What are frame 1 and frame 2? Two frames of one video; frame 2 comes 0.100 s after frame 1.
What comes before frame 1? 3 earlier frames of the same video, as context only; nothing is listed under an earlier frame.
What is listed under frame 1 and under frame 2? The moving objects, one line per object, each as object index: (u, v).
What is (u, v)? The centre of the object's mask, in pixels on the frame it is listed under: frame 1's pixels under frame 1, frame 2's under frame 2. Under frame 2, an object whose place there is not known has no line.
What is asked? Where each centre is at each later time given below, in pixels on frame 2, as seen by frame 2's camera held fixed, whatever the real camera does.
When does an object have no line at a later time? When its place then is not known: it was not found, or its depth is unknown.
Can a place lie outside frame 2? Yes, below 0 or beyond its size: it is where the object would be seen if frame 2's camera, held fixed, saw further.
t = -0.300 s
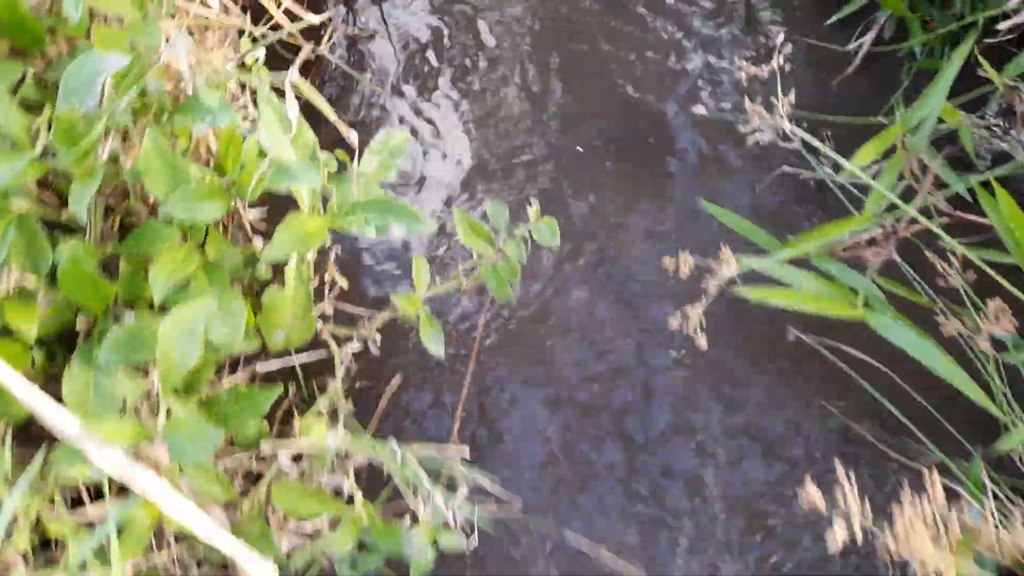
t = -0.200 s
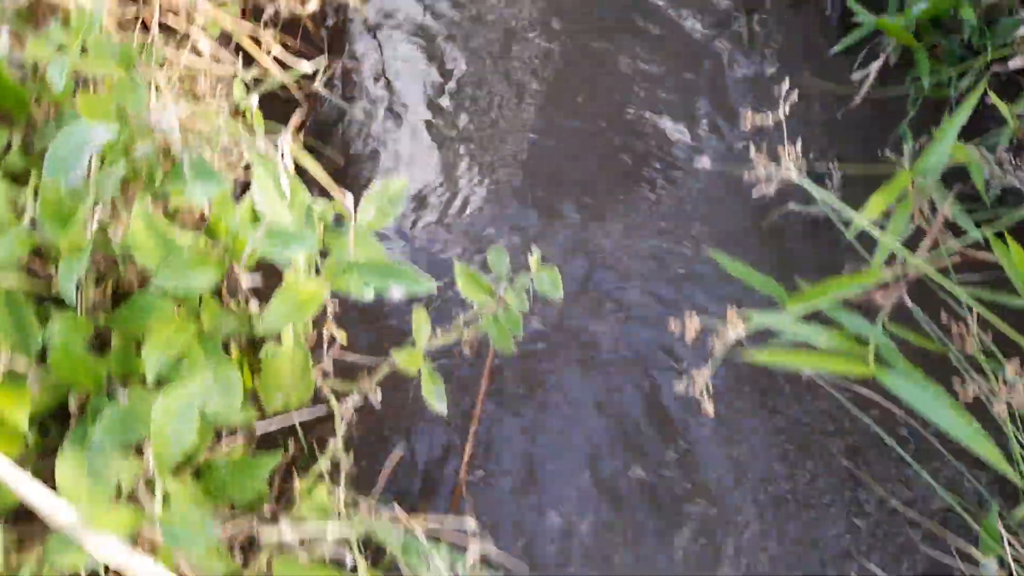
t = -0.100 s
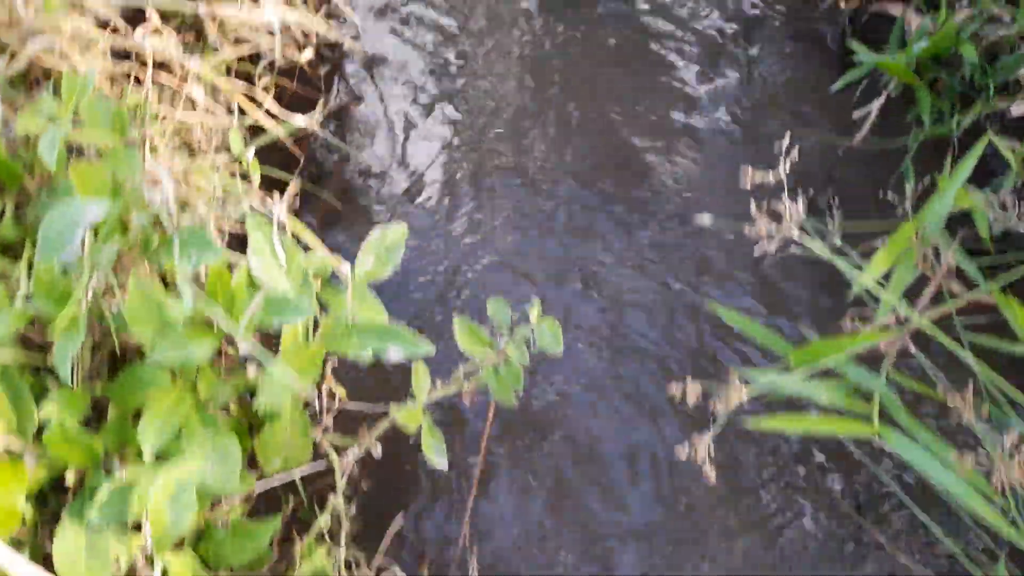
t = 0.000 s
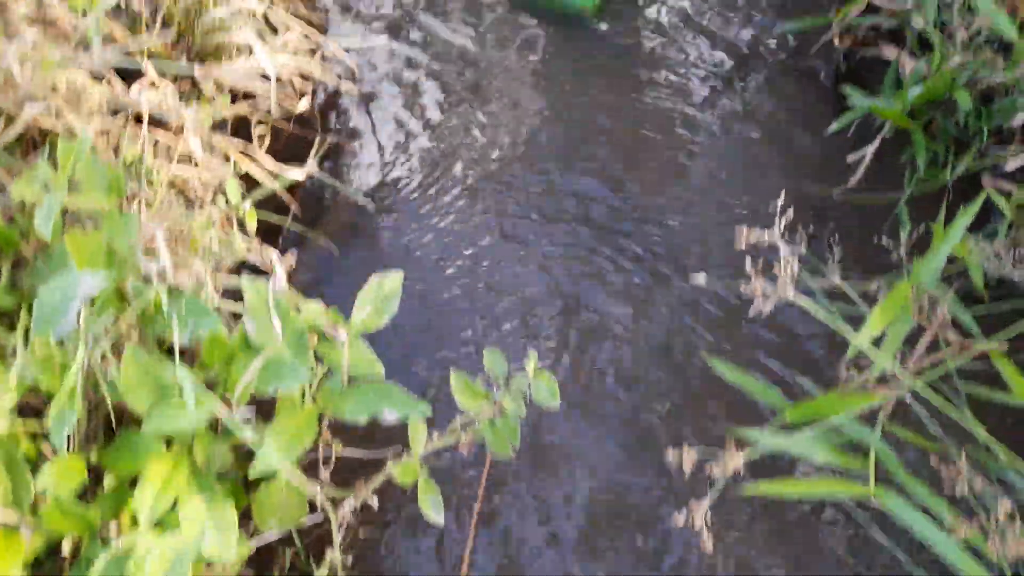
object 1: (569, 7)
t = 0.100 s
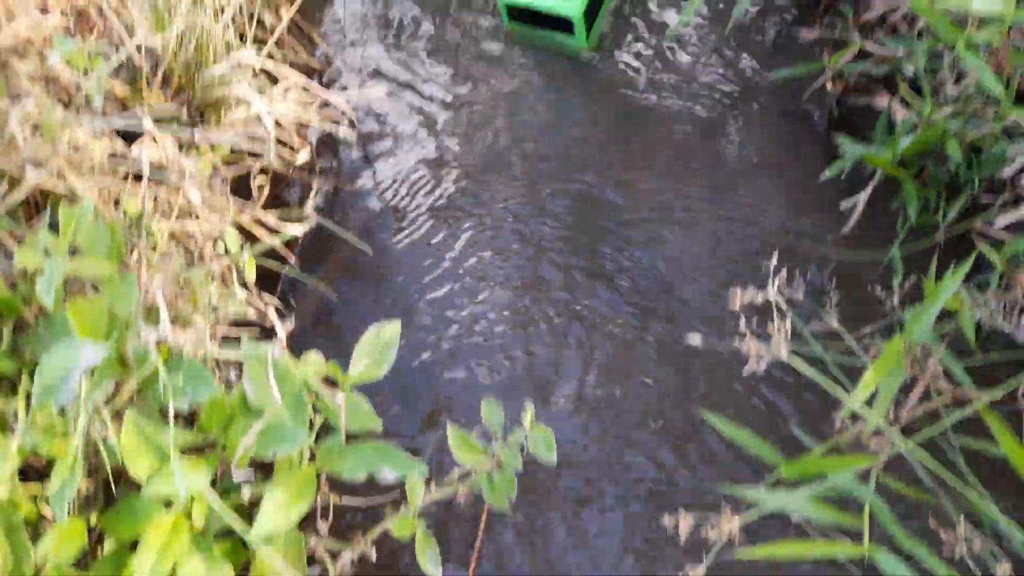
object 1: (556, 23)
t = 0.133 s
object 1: (556, 15)
